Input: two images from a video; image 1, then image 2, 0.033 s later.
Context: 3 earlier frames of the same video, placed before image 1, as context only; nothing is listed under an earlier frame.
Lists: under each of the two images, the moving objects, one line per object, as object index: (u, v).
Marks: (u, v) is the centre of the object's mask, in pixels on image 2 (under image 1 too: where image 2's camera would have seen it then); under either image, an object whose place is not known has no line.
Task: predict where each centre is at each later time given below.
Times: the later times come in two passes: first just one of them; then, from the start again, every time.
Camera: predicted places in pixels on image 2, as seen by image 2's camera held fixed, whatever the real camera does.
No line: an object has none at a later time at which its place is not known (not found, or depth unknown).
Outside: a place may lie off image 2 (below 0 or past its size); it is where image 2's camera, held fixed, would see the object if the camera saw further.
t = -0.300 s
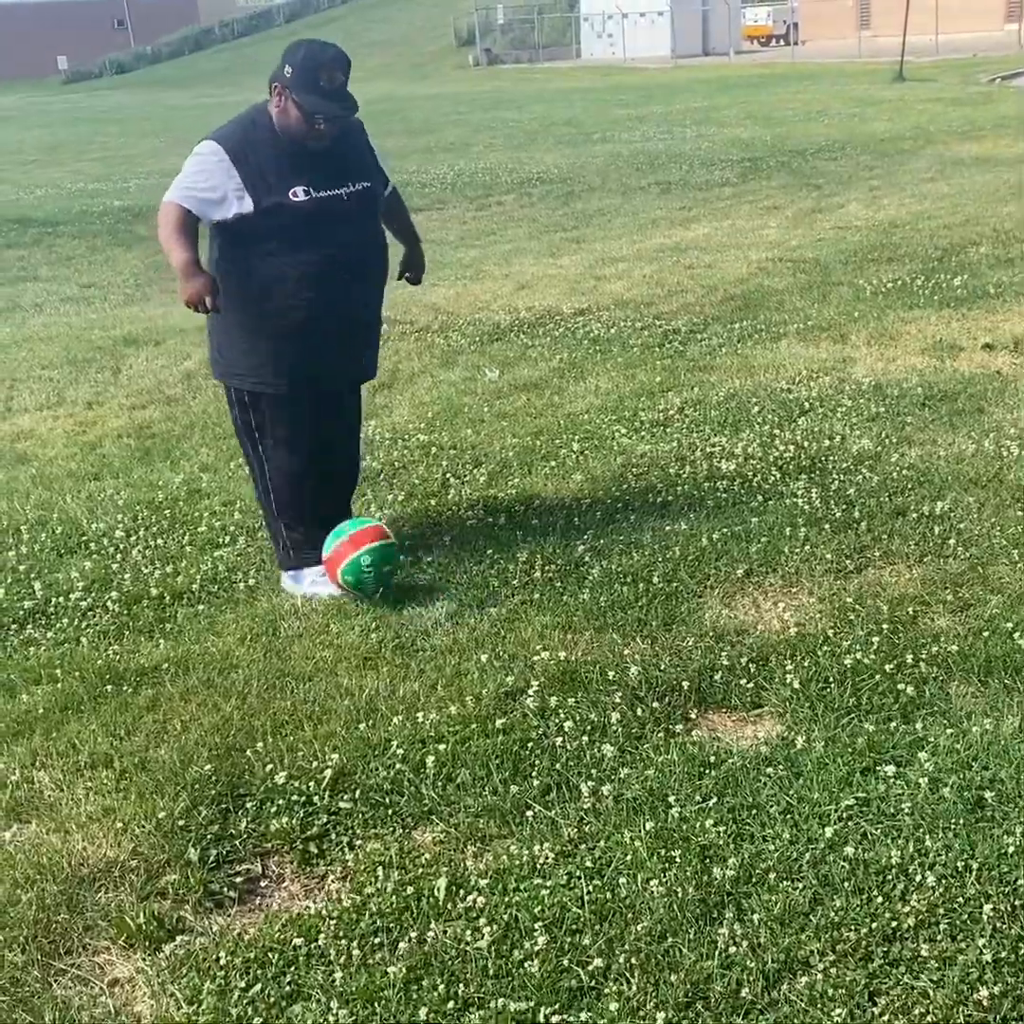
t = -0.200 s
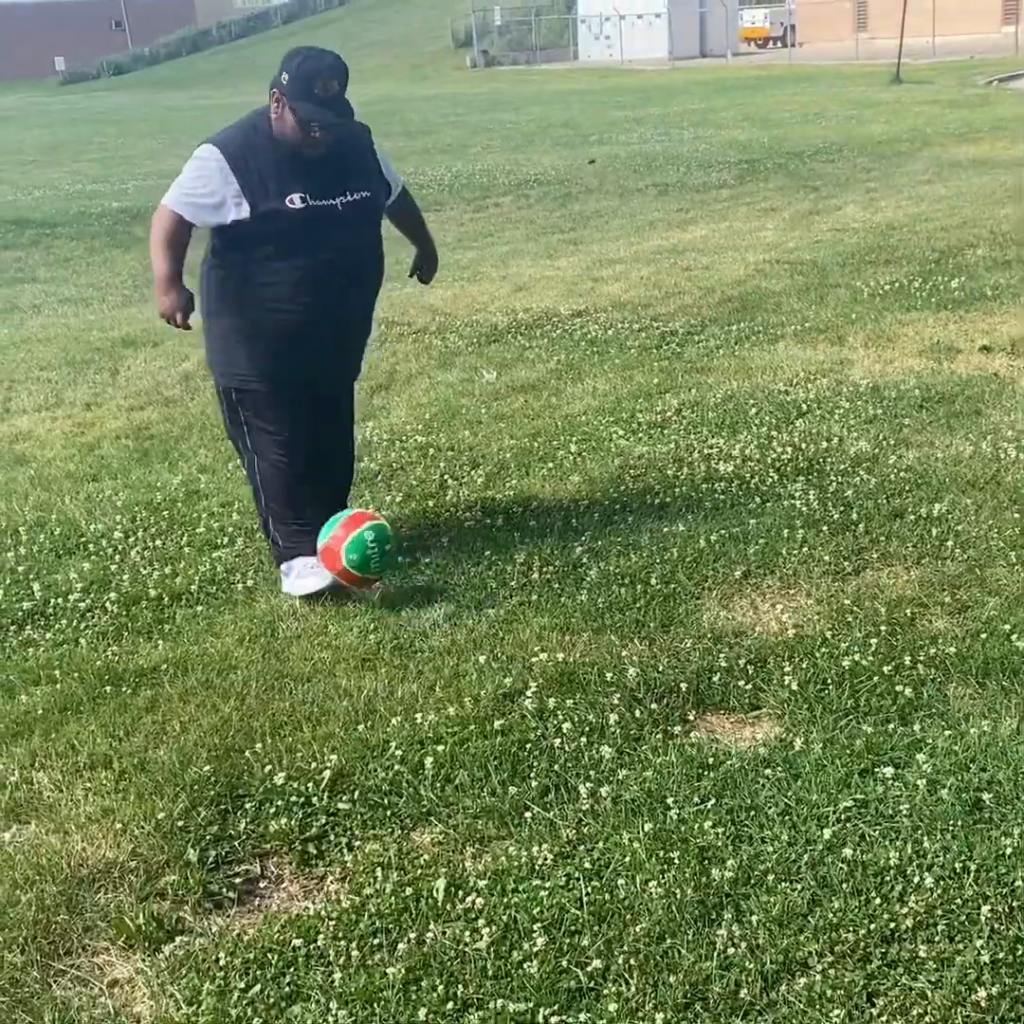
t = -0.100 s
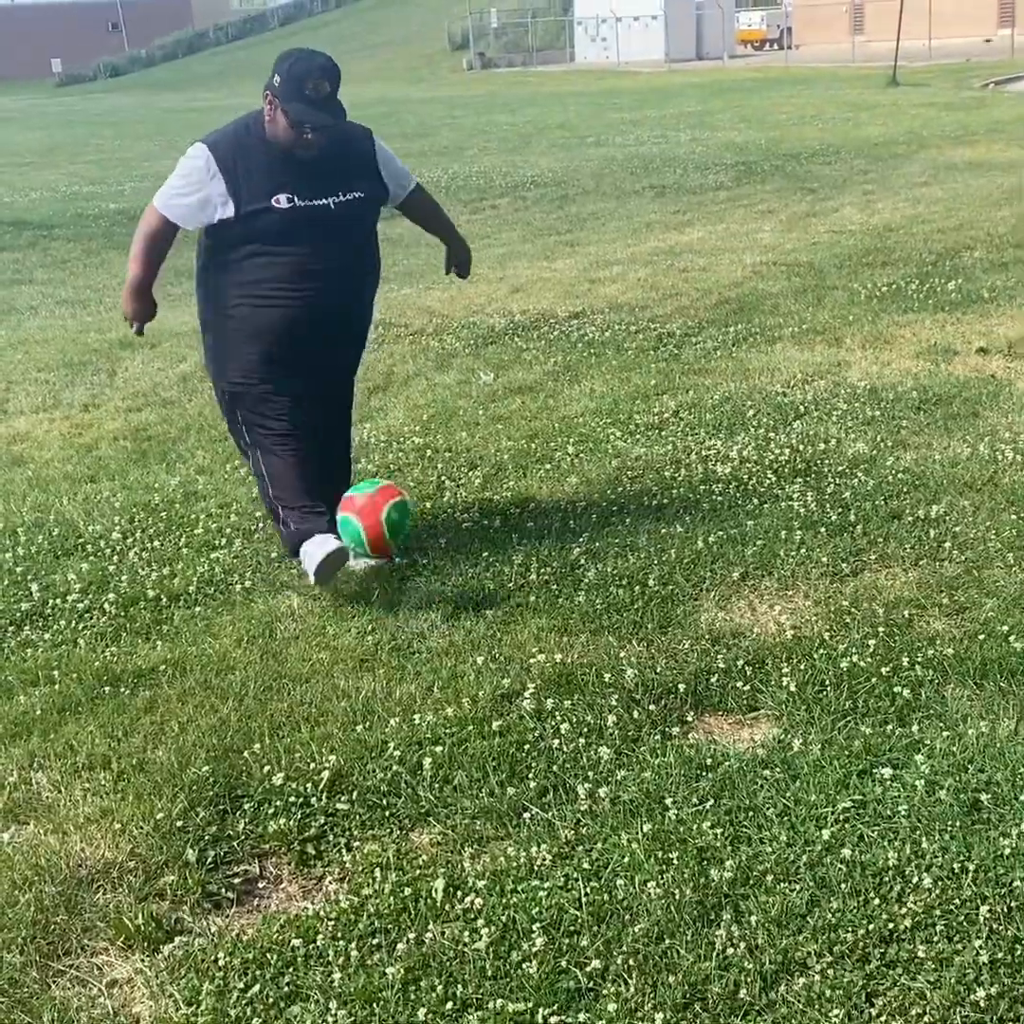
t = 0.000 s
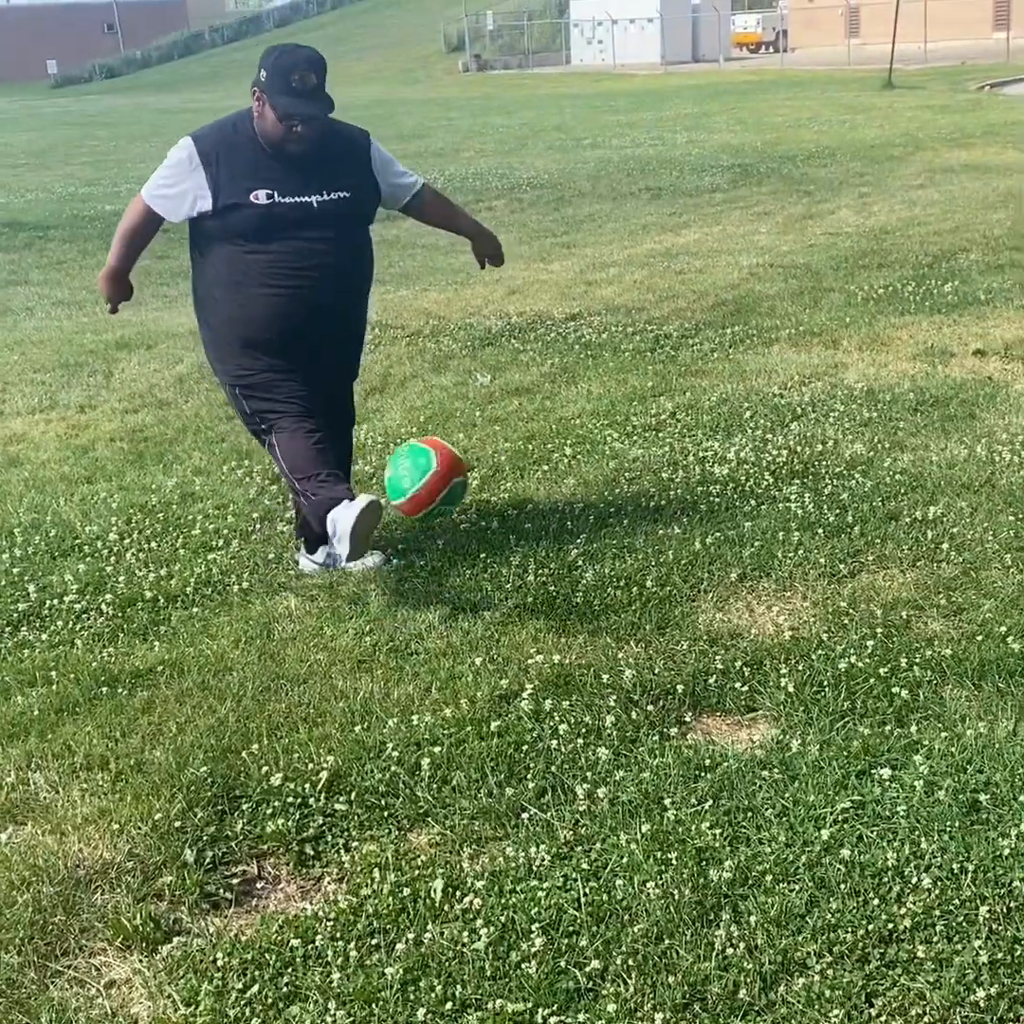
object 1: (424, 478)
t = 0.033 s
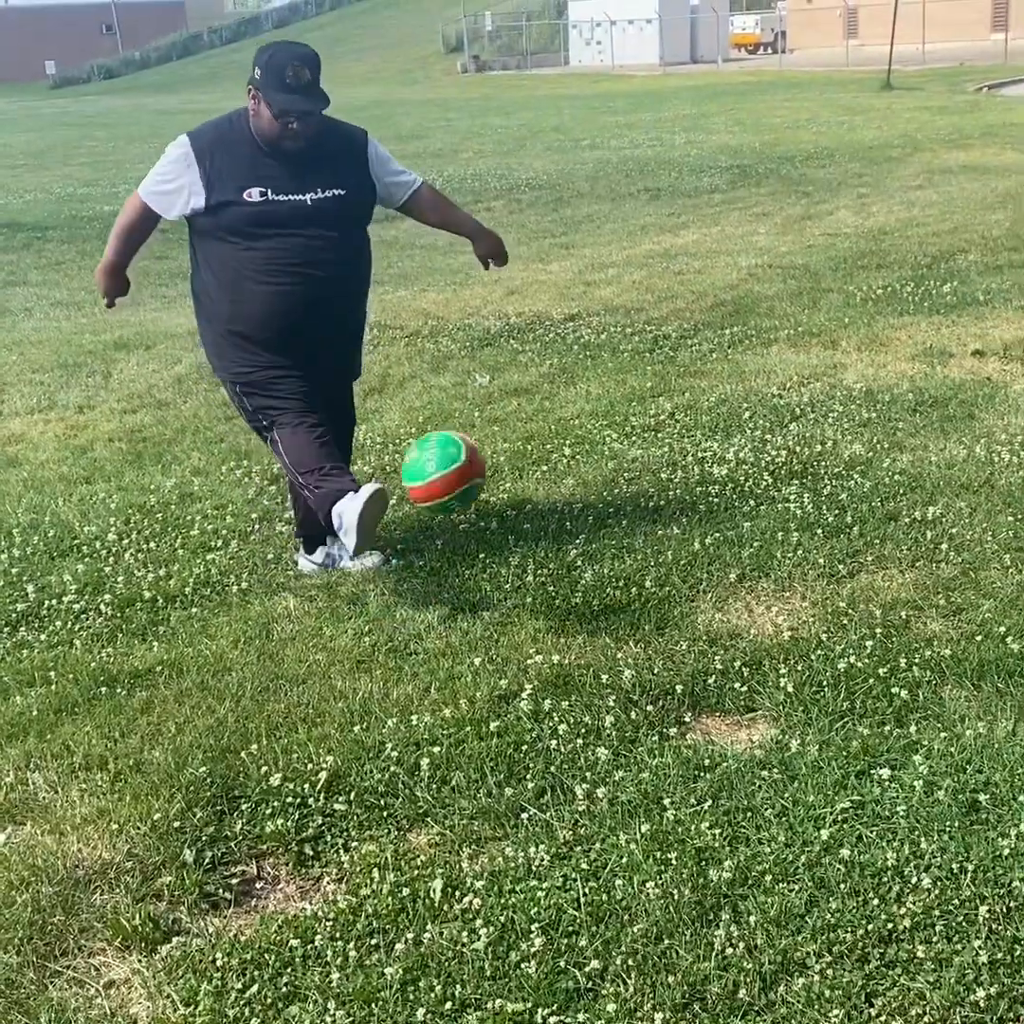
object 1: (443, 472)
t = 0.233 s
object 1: (564, 517)
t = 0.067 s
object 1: (462, 469)
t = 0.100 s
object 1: (482, 472)
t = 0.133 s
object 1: (502, 475)
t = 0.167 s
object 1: (523, 485)
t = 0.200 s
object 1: (544, 499)
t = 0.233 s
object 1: (564, 517)
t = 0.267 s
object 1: (587, 539)
